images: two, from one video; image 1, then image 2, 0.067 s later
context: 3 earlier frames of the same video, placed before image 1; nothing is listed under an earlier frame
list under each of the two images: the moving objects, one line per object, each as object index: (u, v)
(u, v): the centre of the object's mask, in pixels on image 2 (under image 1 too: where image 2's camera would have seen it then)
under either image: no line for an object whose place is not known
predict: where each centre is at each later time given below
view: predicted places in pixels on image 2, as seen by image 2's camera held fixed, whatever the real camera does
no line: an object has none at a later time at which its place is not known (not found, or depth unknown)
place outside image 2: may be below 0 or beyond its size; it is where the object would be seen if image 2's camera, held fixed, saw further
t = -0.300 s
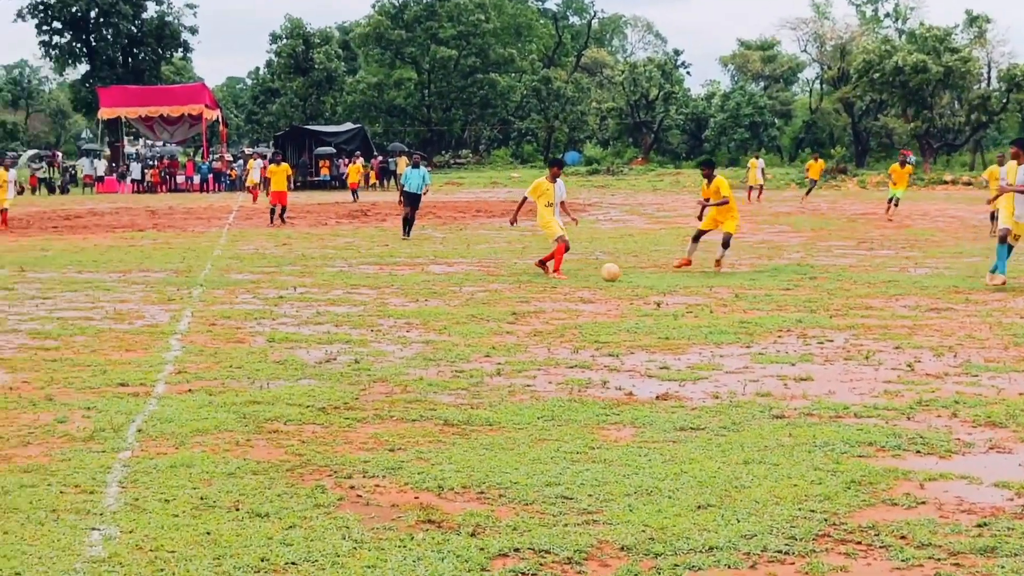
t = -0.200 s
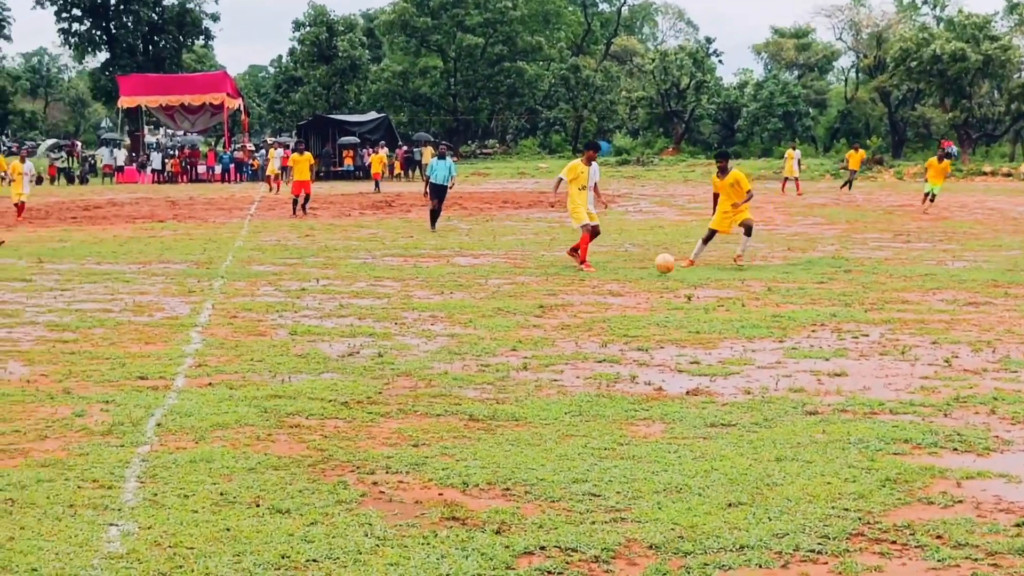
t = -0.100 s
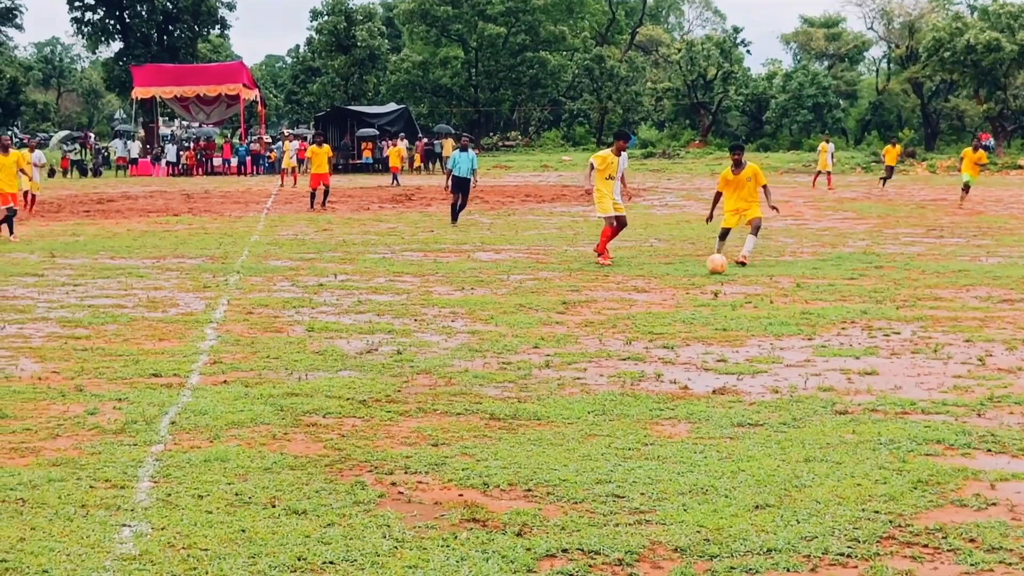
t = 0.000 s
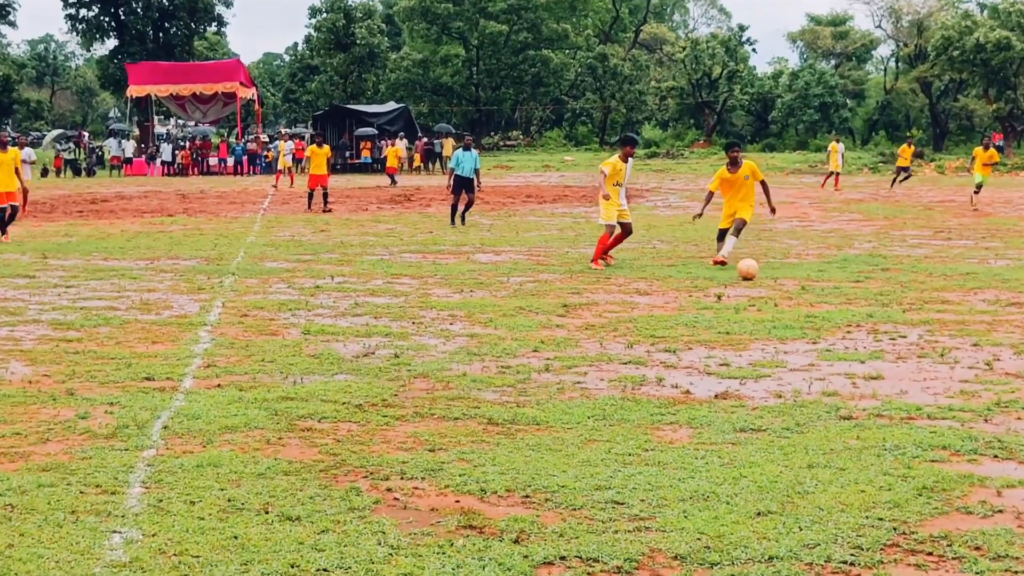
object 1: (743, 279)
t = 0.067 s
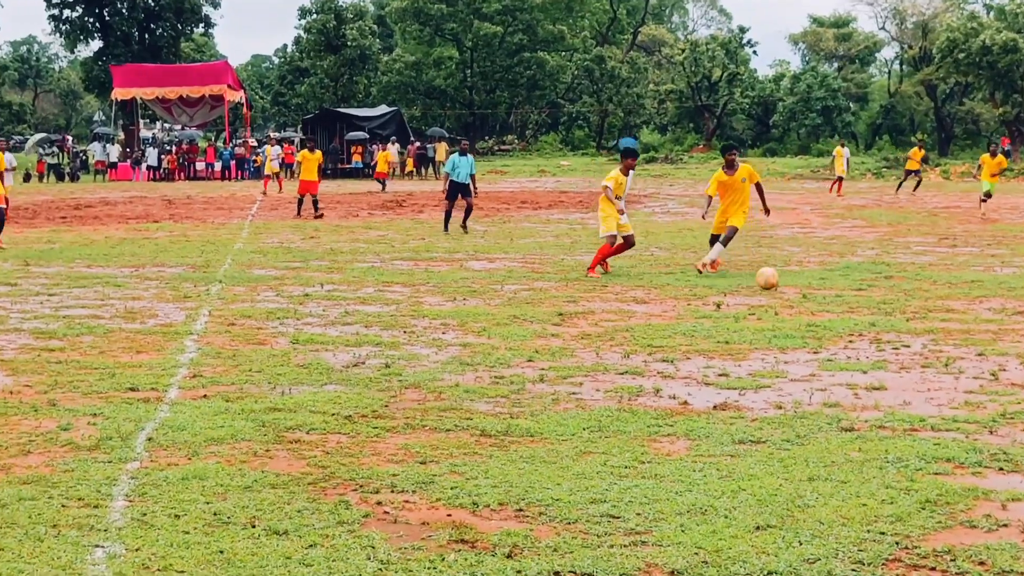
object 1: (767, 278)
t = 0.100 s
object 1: (780, 280)
